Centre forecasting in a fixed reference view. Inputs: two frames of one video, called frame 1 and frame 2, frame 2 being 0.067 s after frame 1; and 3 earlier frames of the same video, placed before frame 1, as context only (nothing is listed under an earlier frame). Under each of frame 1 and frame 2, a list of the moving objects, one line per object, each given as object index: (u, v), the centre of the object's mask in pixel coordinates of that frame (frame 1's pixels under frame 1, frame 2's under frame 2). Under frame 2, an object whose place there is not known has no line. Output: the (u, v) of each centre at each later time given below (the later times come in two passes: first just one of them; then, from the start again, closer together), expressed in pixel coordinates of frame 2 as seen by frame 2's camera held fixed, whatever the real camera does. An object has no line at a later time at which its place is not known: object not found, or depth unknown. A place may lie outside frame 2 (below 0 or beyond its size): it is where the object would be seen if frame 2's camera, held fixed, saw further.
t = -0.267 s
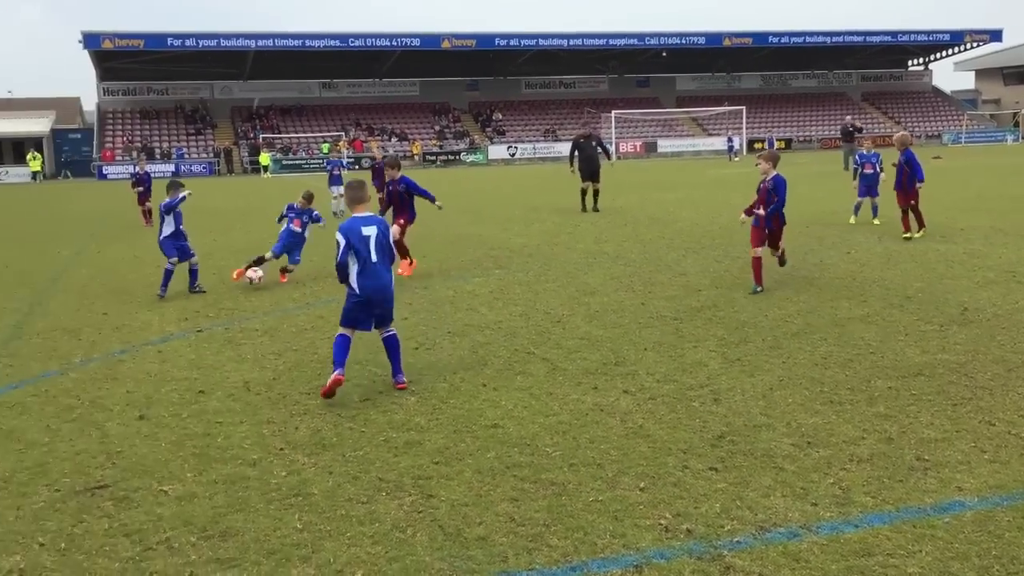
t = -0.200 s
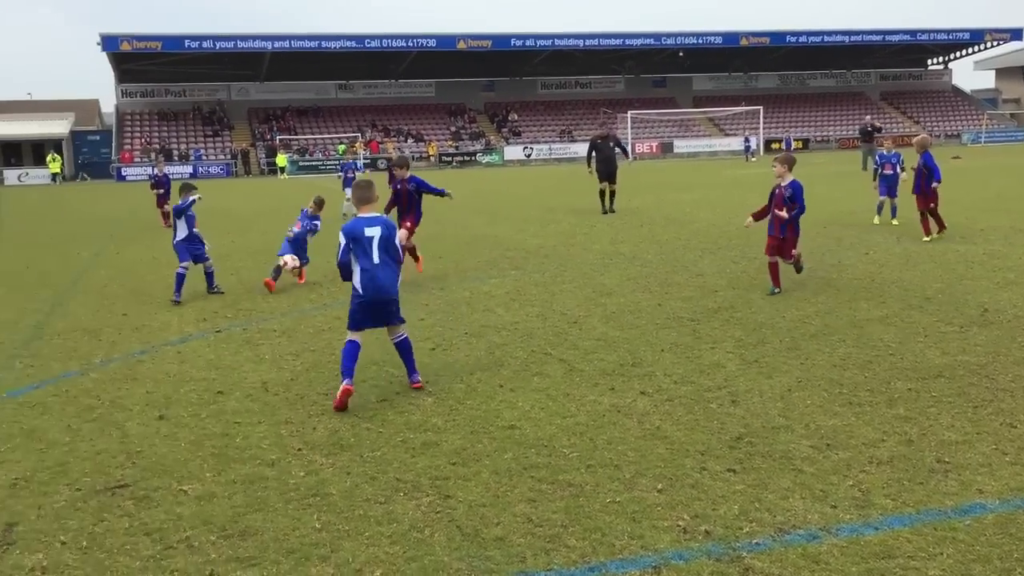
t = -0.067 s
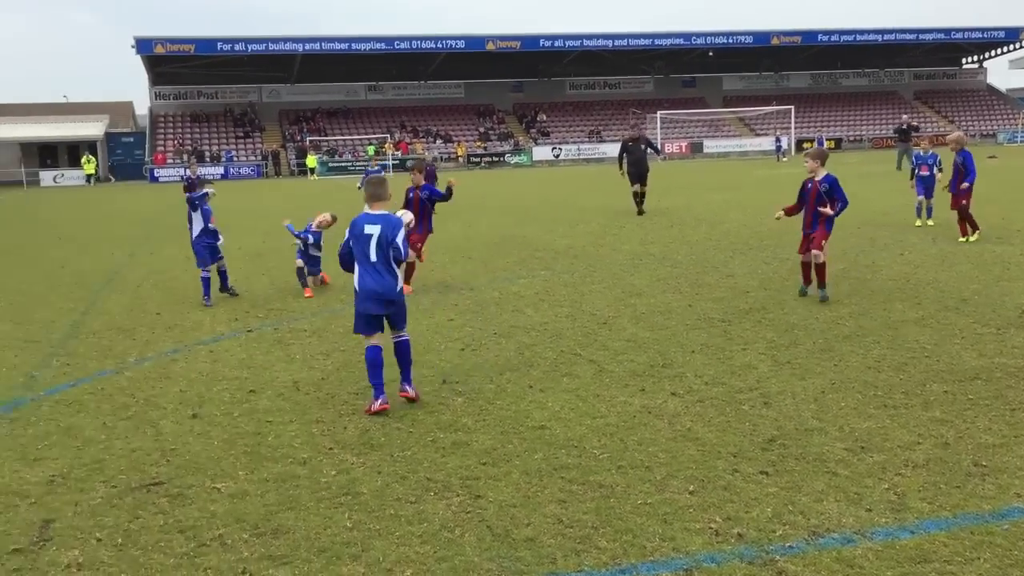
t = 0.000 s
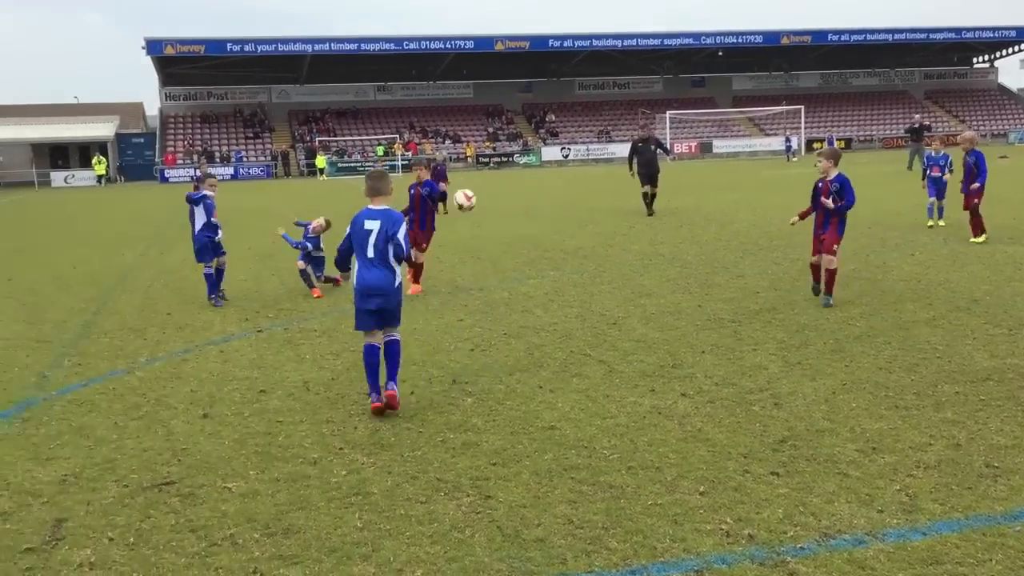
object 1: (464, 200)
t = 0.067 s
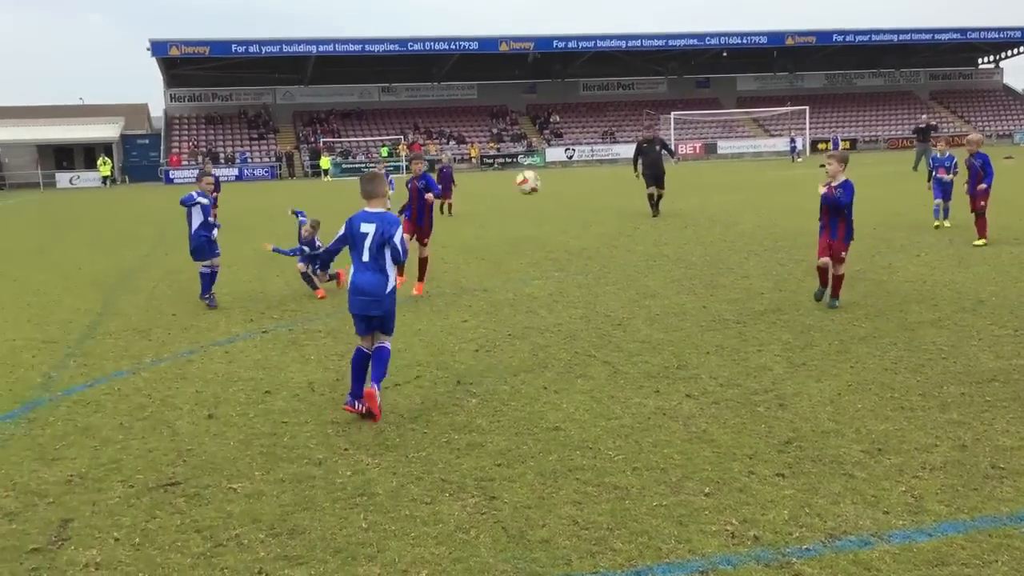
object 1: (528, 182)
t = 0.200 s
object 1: (677, 155)
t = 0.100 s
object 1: (561, 175)
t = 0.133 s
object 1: (597, 168)
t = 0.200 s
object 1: (677, 155)
